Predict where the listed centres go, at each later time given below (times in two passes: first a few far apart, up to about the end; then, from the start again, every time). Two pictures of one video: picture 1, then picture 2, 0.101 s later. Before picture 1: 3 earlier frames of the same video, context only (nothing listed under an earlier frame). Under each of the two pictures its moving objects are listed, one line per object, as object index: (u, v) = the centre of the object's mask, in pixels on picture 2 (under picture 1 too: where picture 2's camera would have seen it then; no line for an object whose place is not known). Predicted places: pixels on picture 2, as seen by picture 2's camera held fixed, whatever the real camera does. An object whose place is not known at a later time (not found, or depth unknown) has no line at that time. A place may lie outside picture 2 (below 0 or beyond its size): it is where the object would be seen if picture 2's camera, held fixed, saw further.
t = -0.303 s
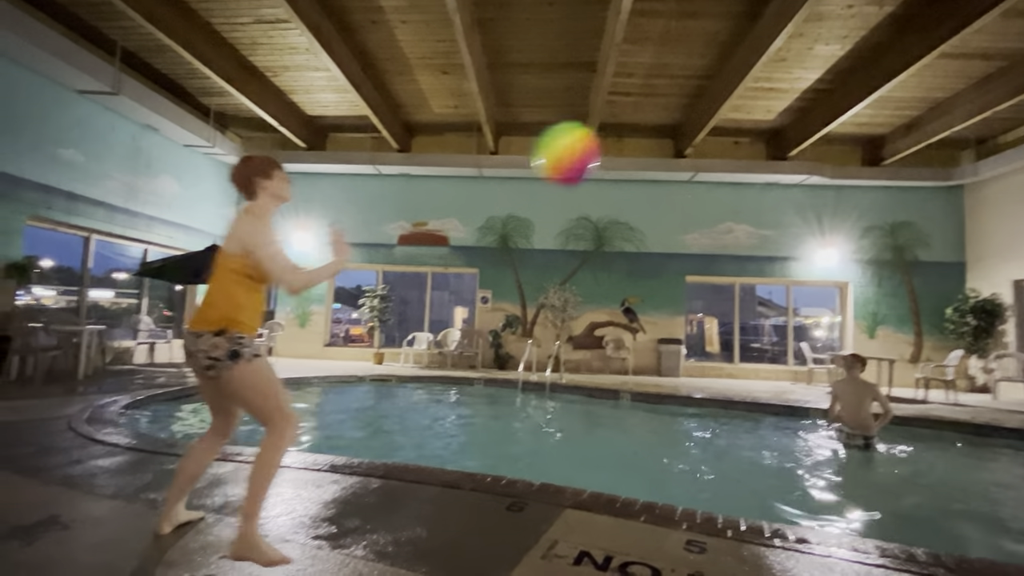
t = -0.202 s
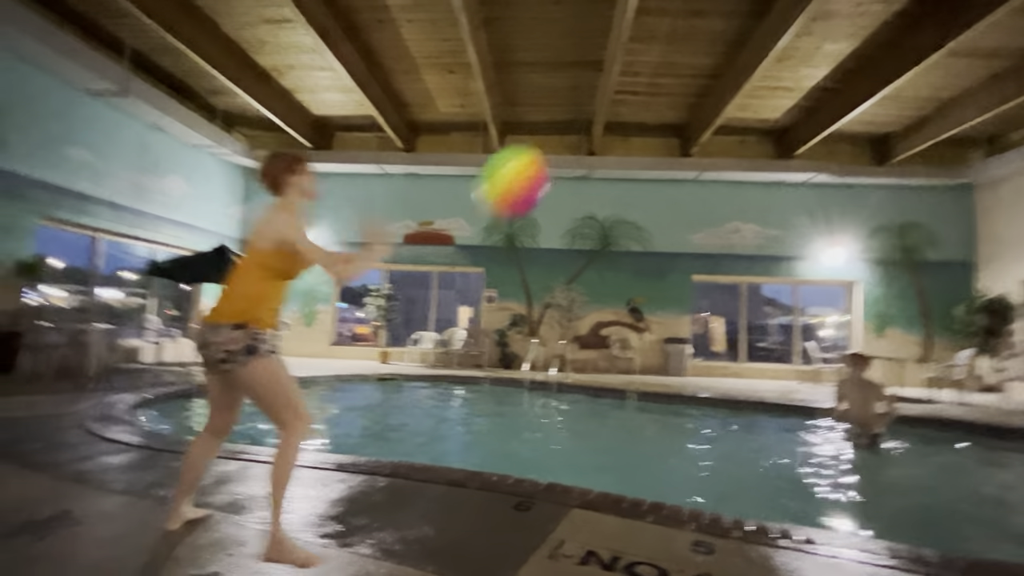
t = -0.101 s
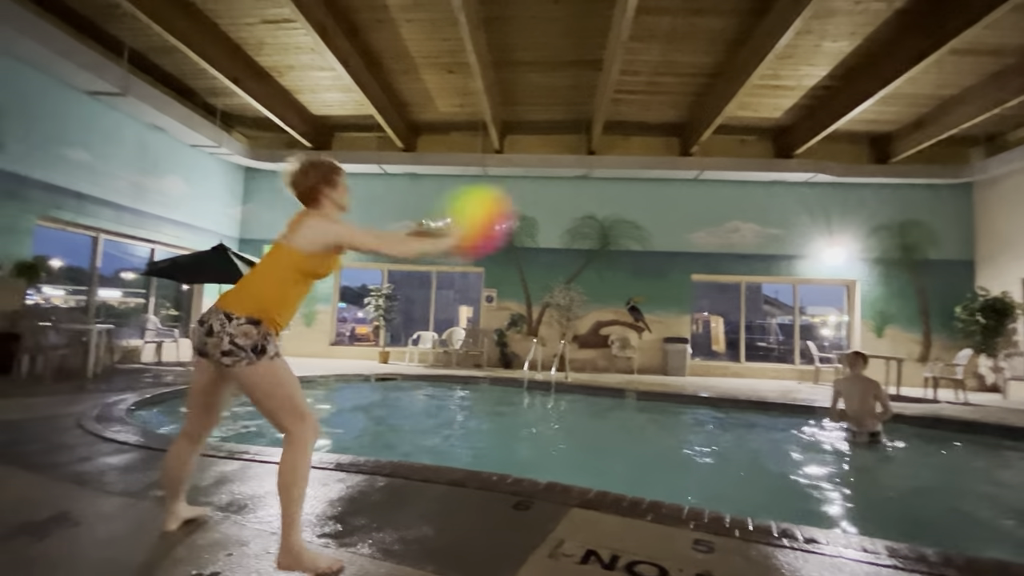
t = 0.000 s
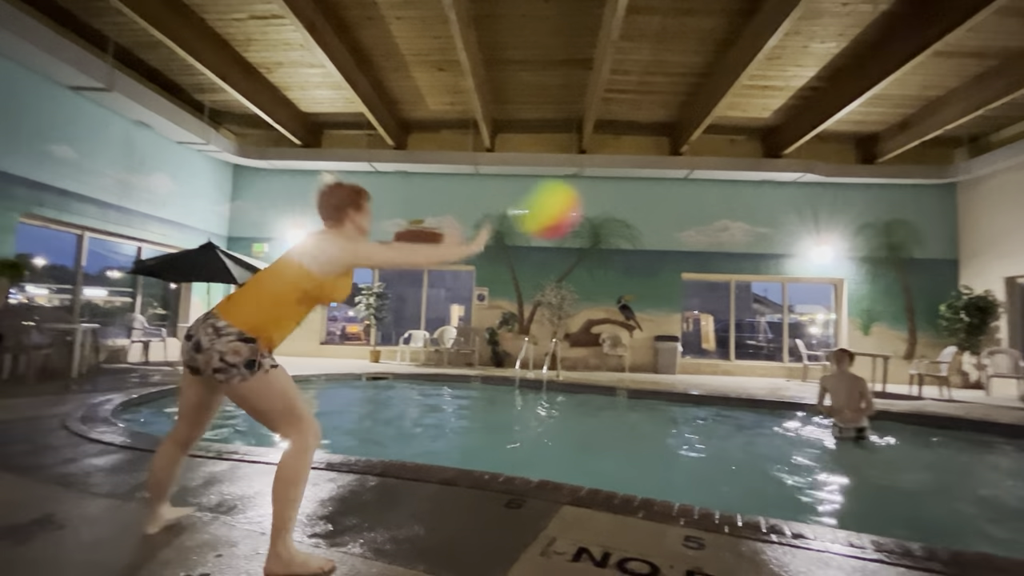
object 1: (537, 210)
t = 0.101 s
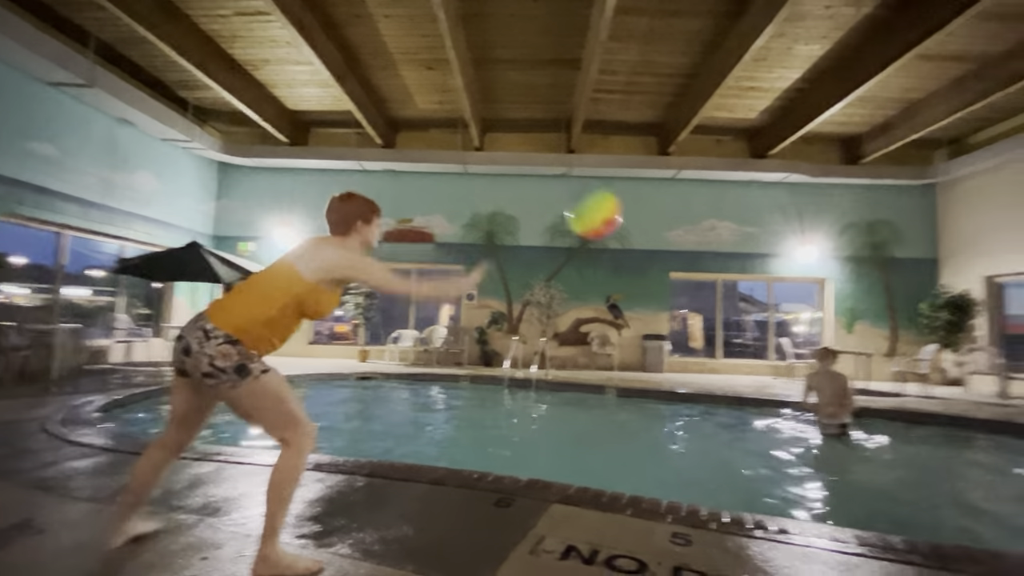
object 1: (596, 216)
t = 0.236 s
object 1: (648, 236)
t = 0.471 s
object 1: (710, 292)
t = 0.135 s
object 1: (610, 220)
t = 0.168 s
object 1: (624, 225)
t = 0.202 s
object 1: (636, 230)
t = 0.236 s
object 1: (648, 236)
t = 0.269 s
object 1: (658, 243)
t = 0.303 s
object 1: (669, 250)
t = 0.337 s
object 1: (678, 258)
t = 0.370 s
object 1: (686, 265)
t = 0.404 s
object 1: (695, 275)
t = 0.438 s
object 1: (703, 284)
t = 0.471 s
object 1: (710, 292)
